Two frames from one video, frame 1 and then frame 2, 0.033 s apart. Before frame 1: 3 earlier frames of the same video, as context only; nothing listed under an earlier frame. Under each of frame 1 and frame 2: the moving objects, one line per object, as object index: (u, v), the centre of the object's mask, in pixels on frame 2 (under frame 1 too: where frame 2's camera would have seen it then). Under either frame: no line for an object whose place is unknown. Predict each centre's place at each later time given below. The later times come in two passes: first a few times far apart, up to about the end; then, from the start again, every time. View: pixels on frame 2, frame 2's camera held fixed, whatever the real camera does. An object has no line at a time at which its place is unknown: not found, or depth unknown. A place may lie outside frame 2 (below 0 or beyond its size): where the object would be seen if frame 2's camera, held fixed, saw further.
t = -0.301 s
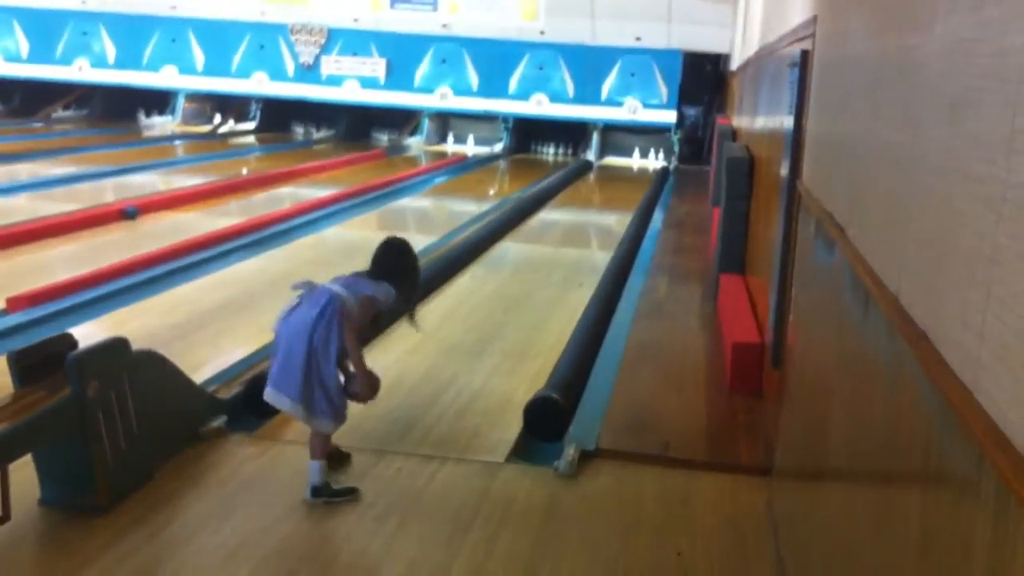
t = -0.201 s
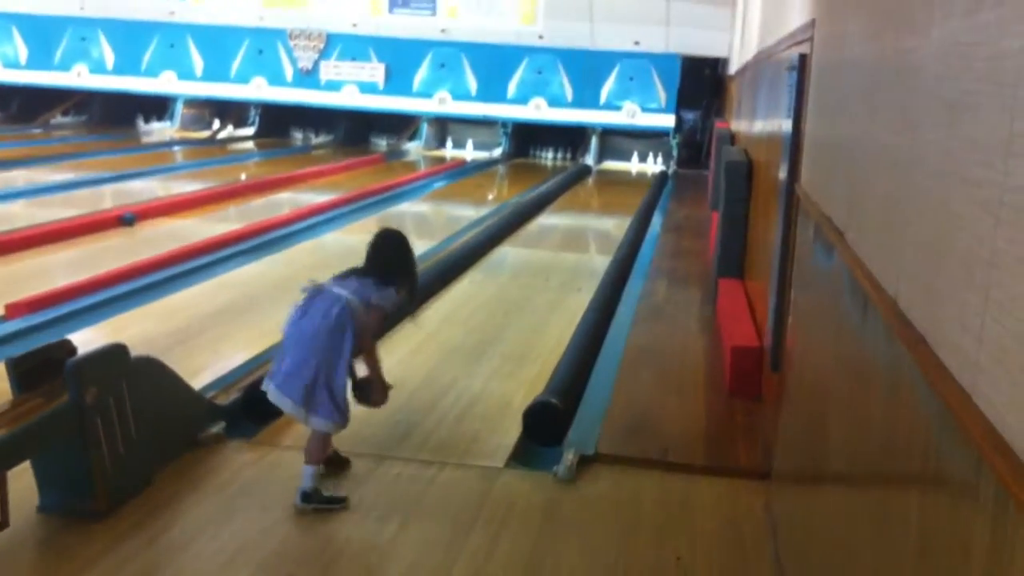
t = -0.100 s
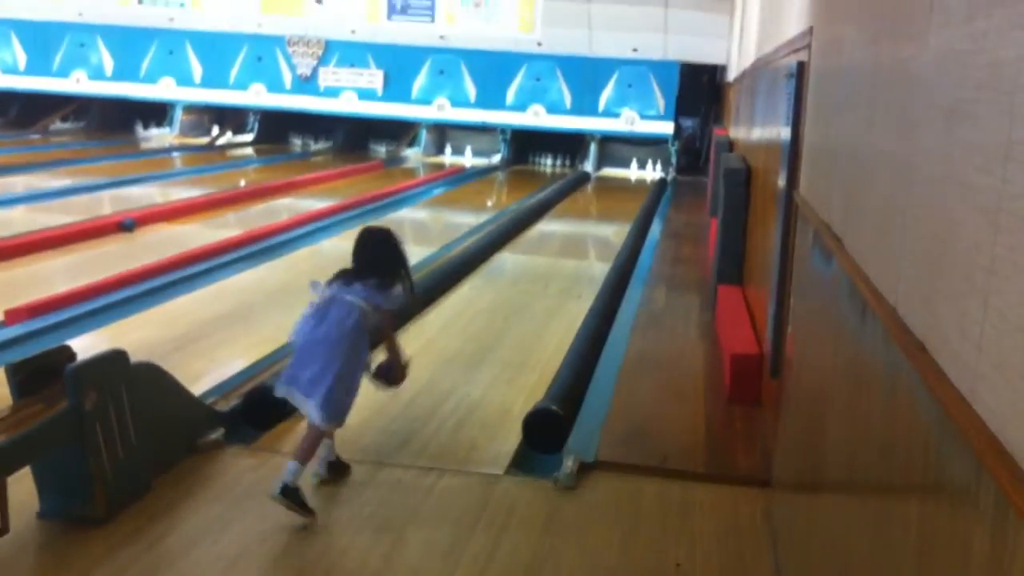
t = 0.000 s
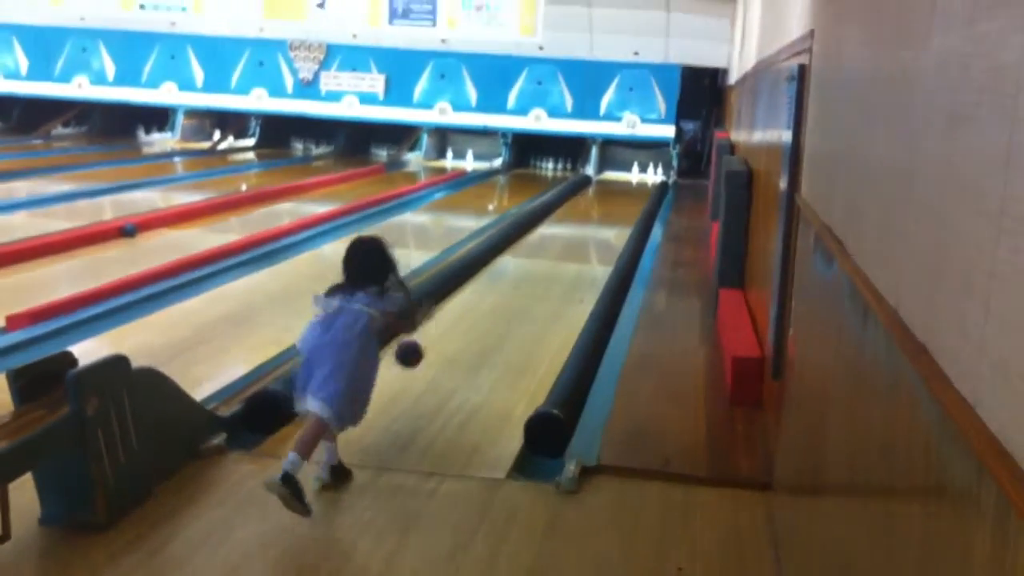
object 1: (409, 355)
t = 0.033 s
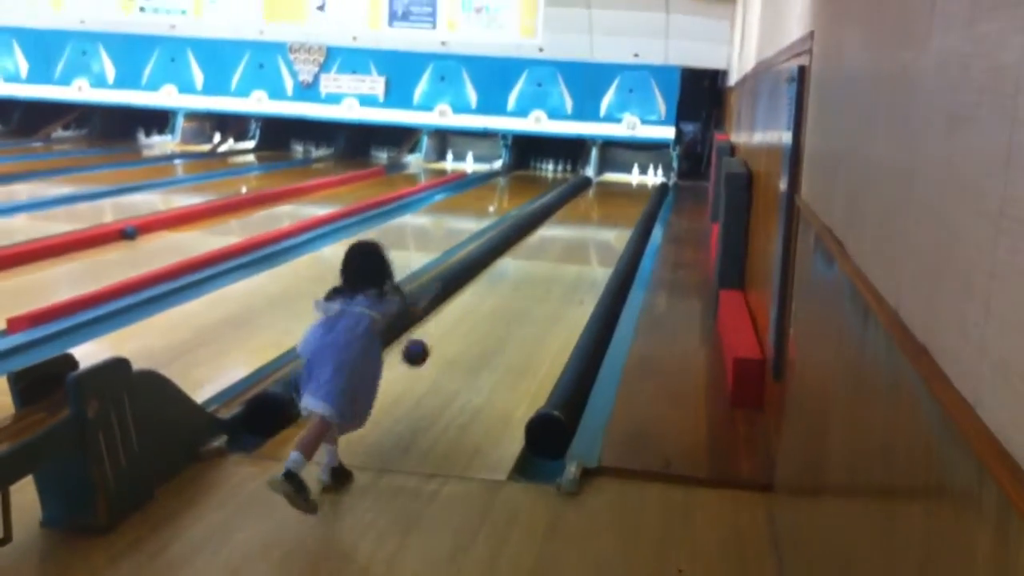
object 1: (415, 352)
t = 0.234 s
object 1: (440, 379)
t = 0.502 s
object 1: (470, 347)
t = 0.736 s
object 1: (491, 325)
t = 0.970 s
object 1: (509, 308)
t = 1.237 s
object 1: (526, 291)
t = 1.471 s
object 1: (539, 279)
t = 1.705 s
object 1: (552, 267)
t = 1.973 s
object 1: (566, 255)
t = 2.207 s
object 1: (574, 248)
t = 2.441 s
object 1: (583, 239)
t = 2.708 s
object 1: (592, 233)
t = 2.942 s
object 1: (598, 227)
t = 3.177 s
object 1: (605, 221)
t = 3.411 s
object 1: (609, 215)
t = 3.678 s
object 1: (615, 210)
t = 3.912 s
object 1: (619, 206)
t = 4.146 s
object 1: (623, 202)
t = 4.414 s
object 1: (628, 197)
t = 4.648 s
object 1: (632, 194)
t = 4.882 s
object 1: (635, 190)
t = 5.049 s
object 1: (637, 188)
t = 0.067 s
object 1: (420, 351)
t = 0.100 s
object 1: (424, 354)
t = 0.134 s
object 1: (428, 358)
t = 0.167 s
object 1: (432, 364)
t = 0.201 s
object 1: (436, 372)
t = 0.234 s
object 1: (440, 379)
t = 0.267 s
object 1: (444, 372)
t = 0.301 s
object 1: (449, 366)
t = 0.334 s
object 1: (453, 362)
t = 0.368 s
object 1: (456, 361)
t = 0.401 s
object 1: (460, 357)
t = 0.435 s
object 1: (463, 354)
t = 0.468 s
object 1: (467, 350)
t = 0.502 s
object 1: (470, 347)
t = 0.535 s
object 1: (473, 342)
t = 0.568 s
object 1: (476, 339)
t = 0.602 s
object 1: (479, 337)
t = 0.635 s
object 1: (483, 334)
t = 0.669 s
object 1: (485, 330)
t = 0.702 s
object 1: (488, 327)
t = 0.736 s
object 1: (491, 325)
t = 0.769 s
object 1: (494, 322)
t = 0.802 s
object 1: (497, 320)
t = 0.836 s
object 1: (500, 317)
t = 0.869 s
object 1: (502, 315)
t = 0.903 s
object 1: (504, 313)
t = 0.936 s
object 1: (507, 311)
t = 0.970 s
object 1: (509, 308)
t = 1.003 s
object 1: (511, 306)
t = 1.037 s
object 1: (514, 304)
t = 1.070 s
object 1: (516, 302)
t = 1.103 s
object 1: (518, 299)
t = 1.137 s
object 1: (520, 297)
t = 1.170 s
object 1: (522, 295)
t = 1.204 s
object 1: (524, 293)
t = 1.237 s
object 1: (526, 291)
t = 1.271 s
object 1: (528, 289)
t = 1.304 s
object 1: (530, 287)
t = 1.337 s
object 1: (533, 286)
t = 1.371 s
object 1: (534, 284)
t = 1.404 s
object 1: (536, 282)
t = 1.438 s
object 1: (538, 280)
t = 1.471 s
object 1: (539, 279)
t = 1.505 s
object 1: (542, 277)
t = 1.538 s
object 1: (543, 276)
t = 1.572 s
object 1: (545, 274)
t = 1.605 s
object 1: (546, 272)
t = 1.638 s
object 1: (548, 271)
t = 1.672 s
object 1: (551, 270)
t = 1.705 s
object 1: (552, 267)
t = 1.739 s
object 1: (555, 266)
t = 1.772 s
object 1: (557, 264)
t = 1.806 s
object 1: (558, 262)
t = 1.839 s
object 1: (559, 260)
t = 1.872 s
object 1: (561, 260)
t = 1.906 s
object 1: (562, 258)
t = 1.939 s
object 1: (563, 257)
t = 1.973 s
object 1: (566, 255)
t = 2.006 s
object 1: (567, 255)
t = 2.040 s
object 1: (568, 253)
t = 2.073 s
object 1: (569, 253)
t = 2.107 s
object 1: (571, 251)
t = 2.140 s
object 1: (573, 249)
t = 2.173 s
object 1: (574, 249)
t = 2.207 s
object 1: (574, 248)
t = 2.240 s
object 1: (576, 247)
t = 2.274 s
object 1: (577, 246)
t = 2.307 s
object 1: (578, 244)
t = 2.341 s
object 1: (580, 245)
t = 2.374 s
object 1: (580, 242)
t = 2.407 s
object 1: (582, 240)
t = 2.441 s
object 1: (583, 239)
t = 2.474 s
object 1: (584, 239)
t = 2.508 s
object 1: (585, 238)
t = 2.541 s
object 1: (586, 237)
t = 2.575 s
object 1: (587, 236)
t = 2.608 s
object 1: (589, 235)
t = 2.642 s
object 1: (590, 235)
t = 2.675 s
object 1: (591, 234)
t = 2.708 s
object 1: (592, 233)
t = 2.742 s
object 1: (593, 231)
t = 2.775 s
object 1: (595, 231)
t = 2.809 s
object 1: (595, 229)
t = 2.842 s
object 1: (595, 229)
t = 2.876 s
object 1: (597, 228)
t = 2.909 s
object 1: (598, 228)
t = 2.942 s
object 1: (598, 227)
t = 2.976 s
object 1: (599, 226)
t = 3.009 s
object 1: (600, 226)
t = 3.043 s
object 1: (602, 224)
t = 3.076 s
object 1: (603, 223)
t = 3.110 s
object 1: (602, 222)
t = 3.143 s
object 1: (603, 223)
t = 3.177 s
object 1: (605, 221)
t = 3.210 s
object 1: (607, 219)
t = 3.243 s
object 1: (606, 218)
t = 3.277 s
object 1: (607, 219)
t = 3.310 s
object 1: (608, 218)
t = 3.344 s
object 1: (608, 216)
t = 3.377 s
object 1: (610, 215)
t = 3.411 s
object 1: (609, 215)
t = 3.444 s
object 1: (610, 215)
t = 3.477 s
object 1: (612, 214)
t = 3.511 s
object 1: (612, 213)
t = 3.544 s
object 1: (612, 211)
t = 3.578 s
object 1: (614, 211)
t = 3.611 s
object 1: (614, 211)
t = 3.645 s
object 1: (615, 210)
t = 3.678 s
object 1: (615, 210)
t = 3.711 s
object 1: (616, 208)
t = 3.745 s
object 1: (617, 208)
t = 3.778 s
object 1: (617, 209)
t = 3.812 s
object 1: (618, 207)
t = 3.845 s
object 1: (618, 207)
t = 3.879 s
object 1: (619, 206)
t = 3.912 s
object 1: (619, 206)
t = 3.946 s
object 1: (620, 205)
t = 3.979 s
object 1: (621, 204)
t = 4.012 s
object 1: (621, 203)
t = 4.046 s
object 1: (622, 203)
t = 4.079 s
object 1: (623, 202)
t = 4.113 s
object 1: (623, 202)
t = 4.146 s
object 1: (623, 202)
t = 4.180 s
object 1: (624, 201)
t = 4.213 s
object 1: (625, 201)
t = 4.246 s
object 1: (625, 200)
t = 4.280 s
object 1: (627, 199)
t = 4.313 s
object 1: (627, 198)
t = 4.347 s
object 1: (628, 199)
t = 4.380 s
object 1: (627, 199)
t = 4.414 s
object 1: (628, 197)
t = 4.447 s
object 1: (629, 197)
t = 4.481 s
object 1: (630, 196)
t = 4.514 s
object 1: (631, 195)
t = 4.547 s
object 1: (631, 195)
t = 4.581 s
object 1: (631, 194)
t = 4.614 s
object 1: (631, 195)
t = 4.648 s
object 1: (632, 194)
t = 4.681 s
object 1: (632, 194)
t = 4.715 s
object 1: (633, 193)
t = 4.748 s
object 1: (633, 193)
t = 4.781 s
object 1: (633, 192)
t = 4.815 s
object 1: (633, 191)
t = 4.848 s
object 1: (634, 191)
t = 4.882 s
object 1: (635, 190)
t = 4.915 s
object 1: (635, 190)
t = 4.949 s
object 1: (634, 188)
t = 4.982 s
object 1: (634, 188)
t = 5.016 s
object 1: (636, 188)
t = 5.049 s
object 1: (637, 188)
